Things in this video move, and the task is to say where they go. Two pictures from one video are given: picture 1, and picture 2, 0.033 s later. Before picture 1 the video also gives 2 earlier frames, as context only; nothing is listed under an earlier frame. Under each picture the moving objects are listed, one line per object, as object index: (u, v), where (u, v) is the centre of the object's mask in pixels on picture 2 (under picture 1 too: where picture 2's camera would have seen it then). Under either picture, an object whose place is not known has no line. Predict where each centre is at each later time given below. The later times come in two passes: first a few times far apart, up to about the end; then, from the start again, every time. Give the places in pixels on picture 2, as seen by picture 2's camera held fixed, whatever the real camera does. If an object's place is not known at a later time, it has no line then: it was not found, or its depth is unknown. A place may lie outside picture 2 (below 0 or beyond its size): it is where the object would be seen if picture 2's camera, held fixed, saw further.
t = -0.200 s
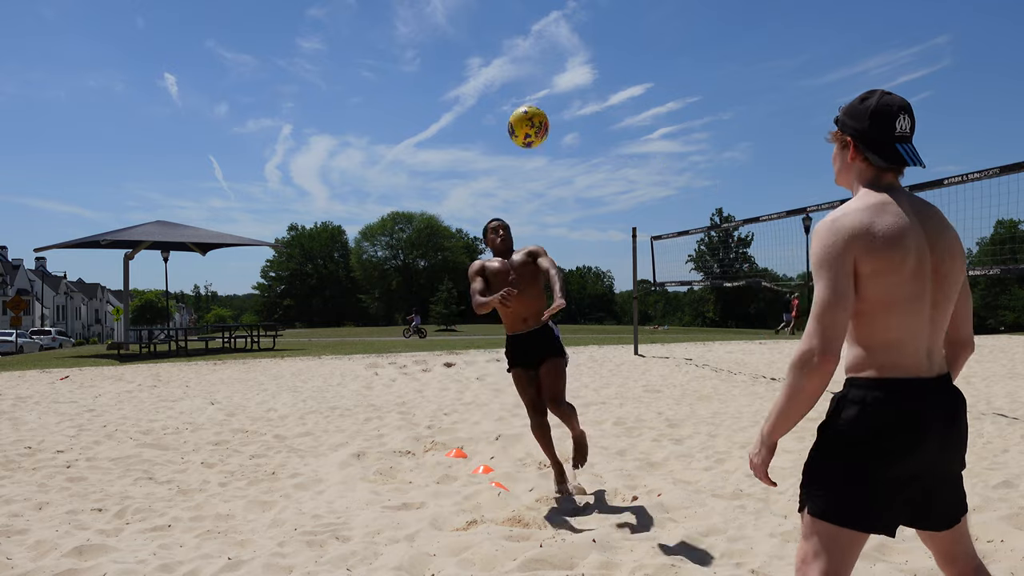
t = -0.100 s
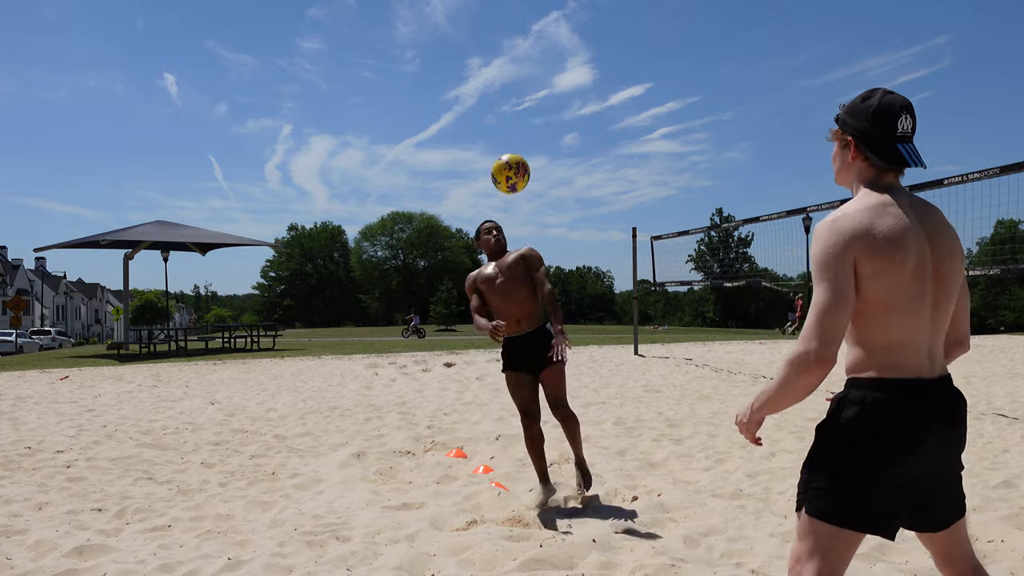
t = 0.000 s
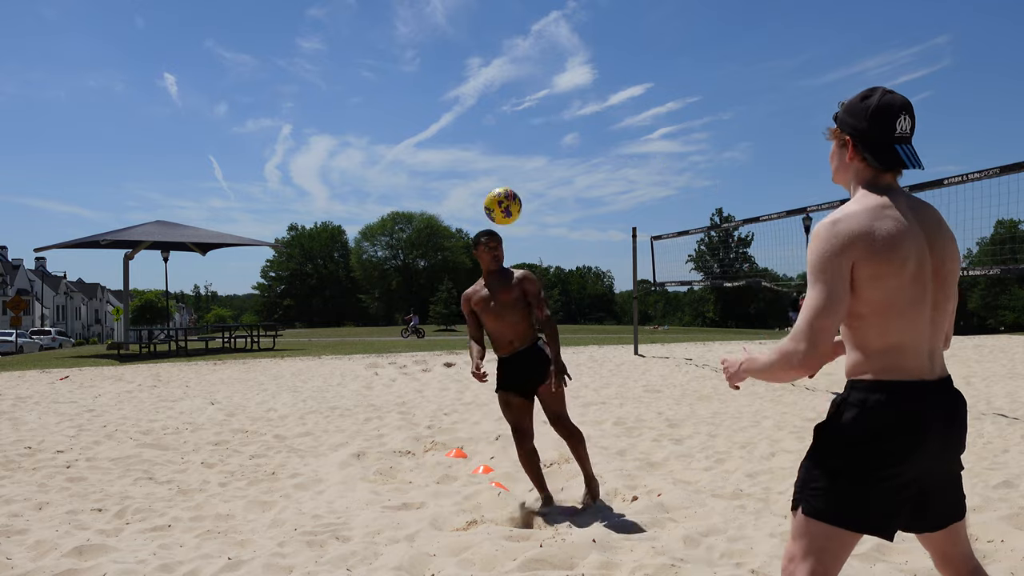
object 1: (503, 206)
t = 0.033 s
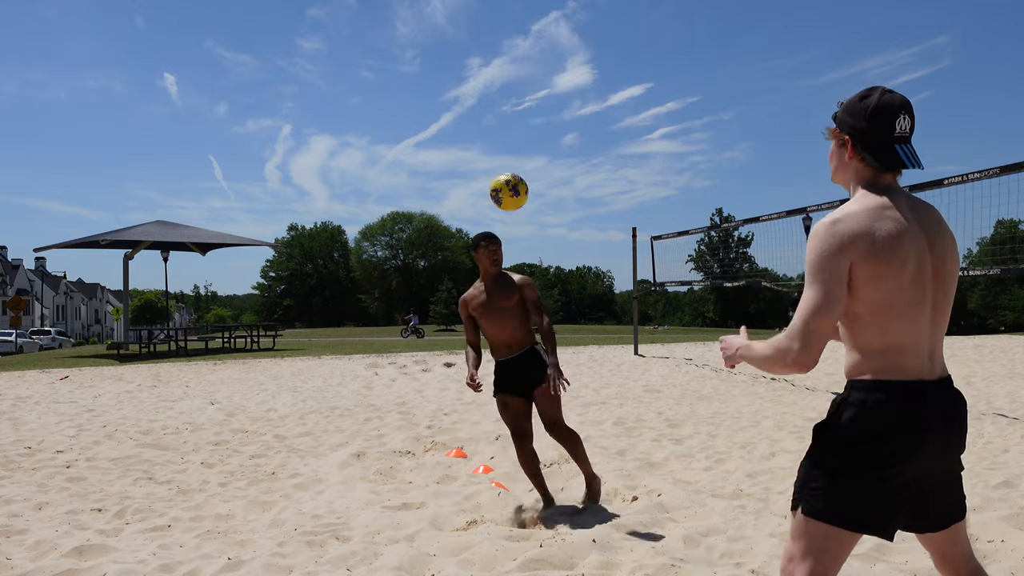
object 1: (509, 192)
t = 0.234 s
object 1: (551, 136)
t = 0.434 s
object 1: (604, 147)
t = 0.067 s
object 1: (515, 179)
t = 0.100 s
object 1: (522, 167)
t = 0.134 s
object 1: (529, 157)
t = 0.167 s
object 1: (536, 149)
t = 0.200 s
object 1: (543, 141)
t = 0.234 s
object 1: (551, 136)
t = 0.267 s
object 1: (559, 132)
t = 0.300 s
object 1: (567, 131)
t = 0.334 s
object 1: (576, 131)
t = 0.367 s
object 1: (585, 134)
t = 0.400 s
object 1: (594, 140)
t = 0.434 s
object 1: (604, 147)
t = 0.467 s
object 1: (614, 158)
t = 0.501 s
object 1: (625, 172)
